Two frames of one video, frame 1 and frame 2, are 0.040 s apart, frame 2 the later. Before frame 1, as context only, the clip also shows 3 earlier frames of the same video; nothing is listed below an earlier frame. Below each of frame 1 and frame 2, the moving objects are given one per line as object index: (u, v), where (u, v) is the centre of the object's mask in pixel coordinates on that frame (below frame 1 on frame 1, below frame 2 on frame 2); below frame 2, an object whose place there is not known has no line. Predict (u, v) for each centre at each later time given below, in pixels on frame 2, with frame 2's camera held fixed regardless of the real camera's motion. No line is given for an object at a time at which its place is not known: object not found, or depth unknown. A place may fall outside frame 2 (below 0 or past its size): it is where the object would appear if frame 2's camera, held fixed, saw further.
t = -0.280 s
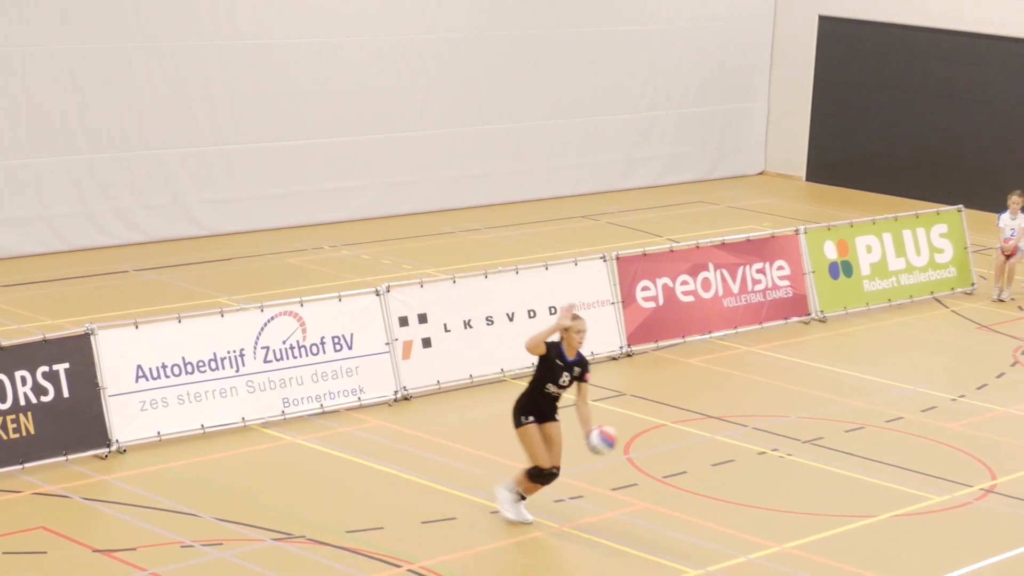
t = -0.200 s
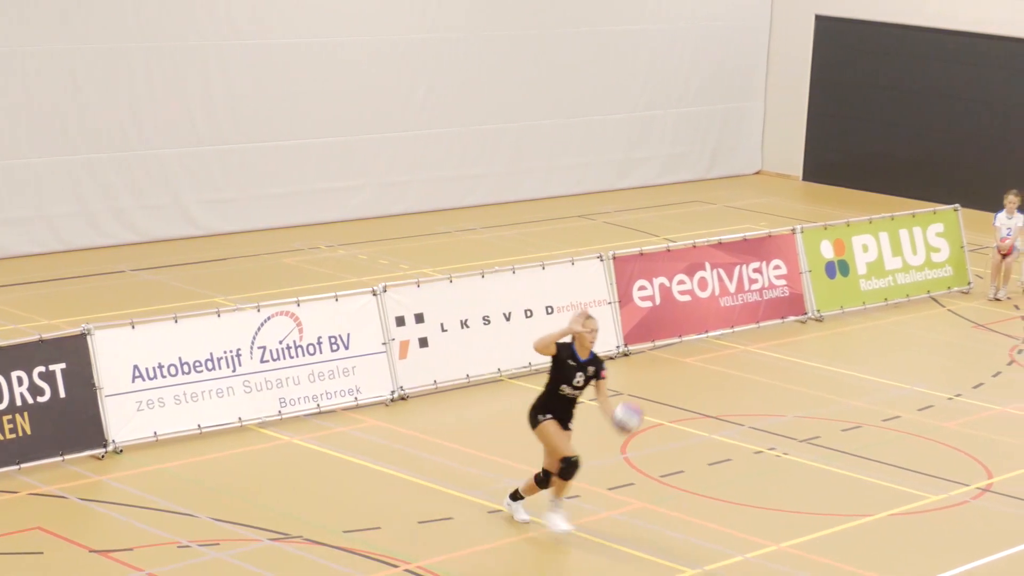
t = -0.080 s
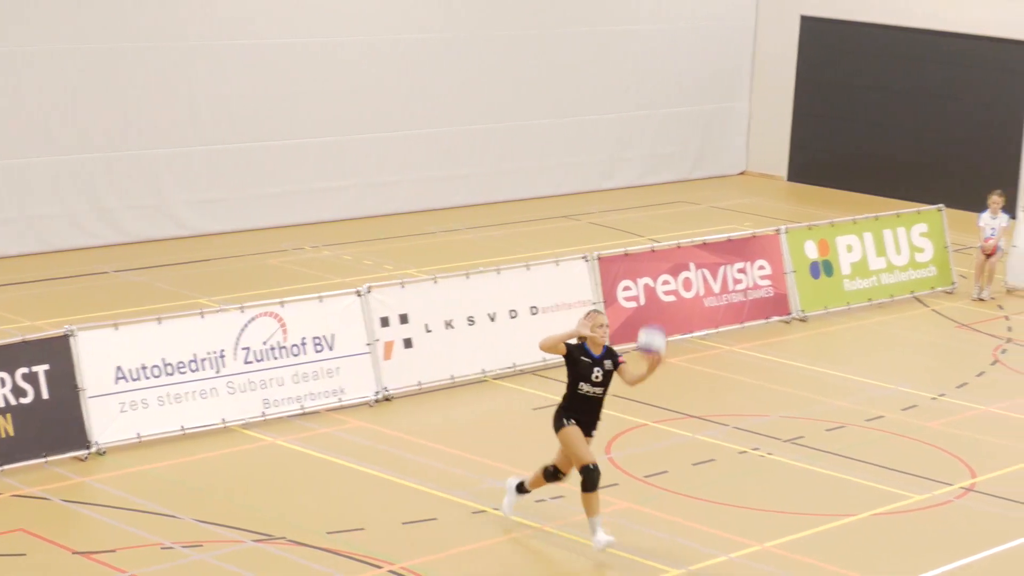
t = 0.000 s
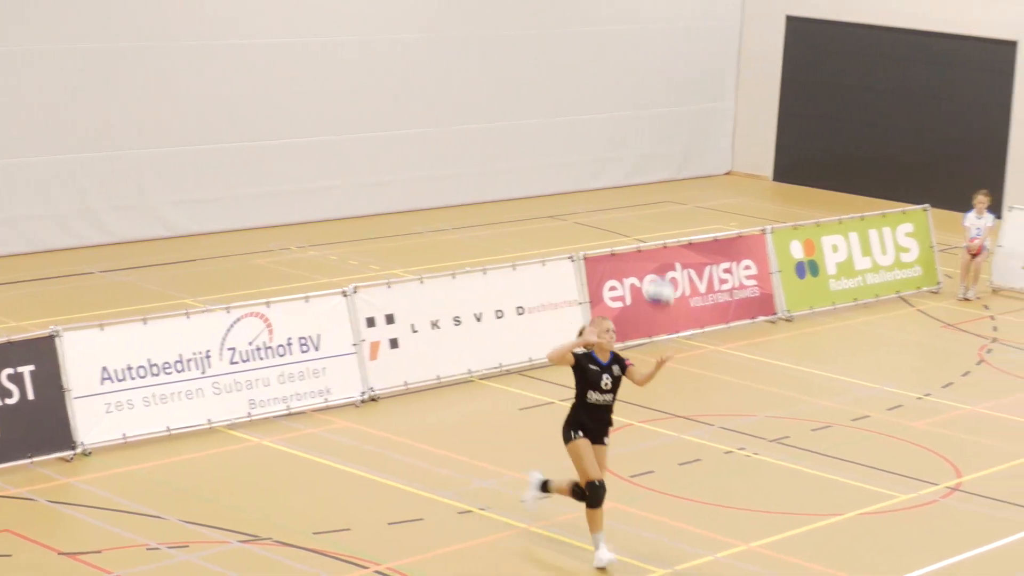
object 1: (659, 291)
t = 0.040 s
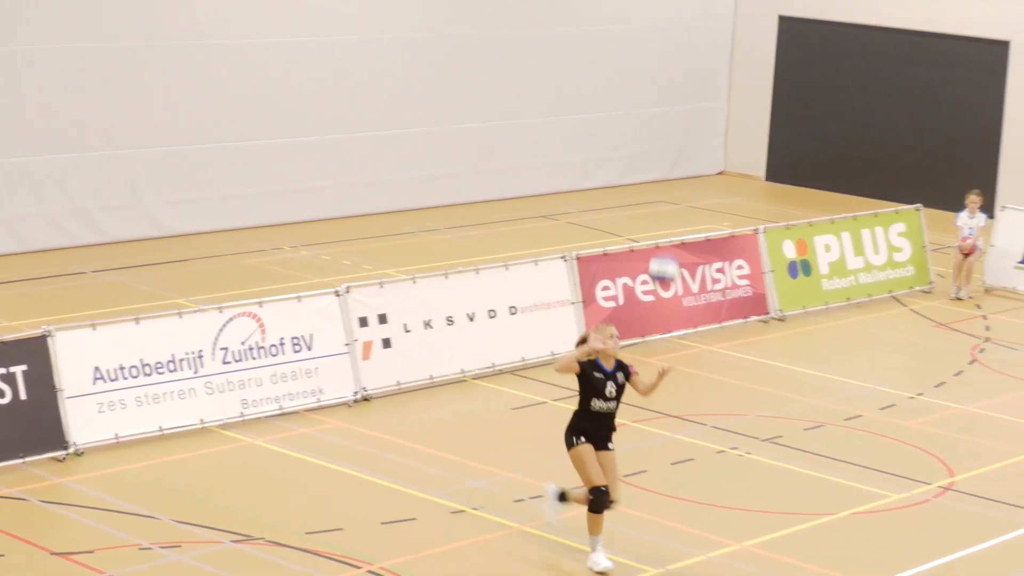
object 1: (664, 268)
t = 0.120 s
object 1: (682, 232)
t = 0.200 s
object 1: (702, 206)
